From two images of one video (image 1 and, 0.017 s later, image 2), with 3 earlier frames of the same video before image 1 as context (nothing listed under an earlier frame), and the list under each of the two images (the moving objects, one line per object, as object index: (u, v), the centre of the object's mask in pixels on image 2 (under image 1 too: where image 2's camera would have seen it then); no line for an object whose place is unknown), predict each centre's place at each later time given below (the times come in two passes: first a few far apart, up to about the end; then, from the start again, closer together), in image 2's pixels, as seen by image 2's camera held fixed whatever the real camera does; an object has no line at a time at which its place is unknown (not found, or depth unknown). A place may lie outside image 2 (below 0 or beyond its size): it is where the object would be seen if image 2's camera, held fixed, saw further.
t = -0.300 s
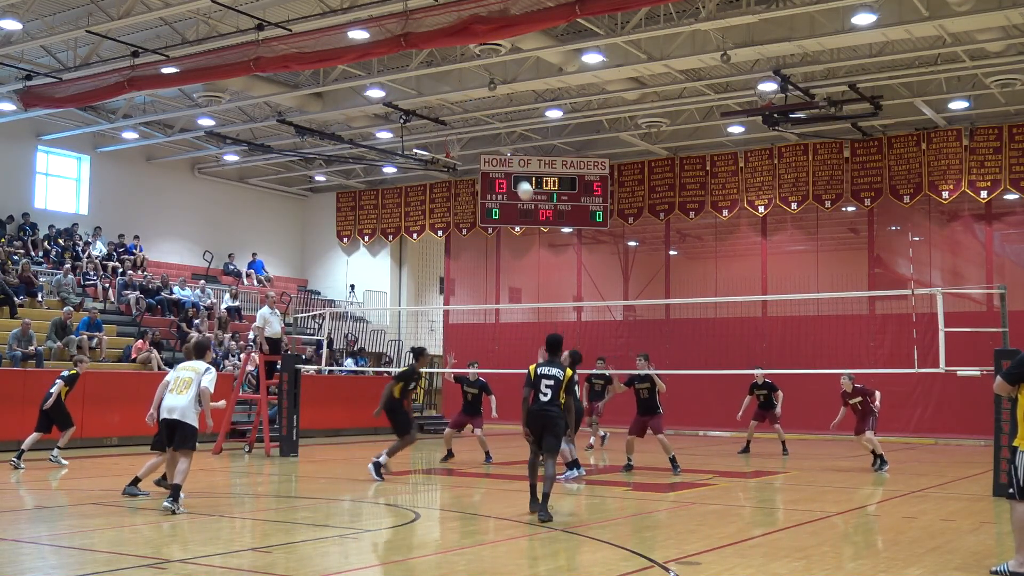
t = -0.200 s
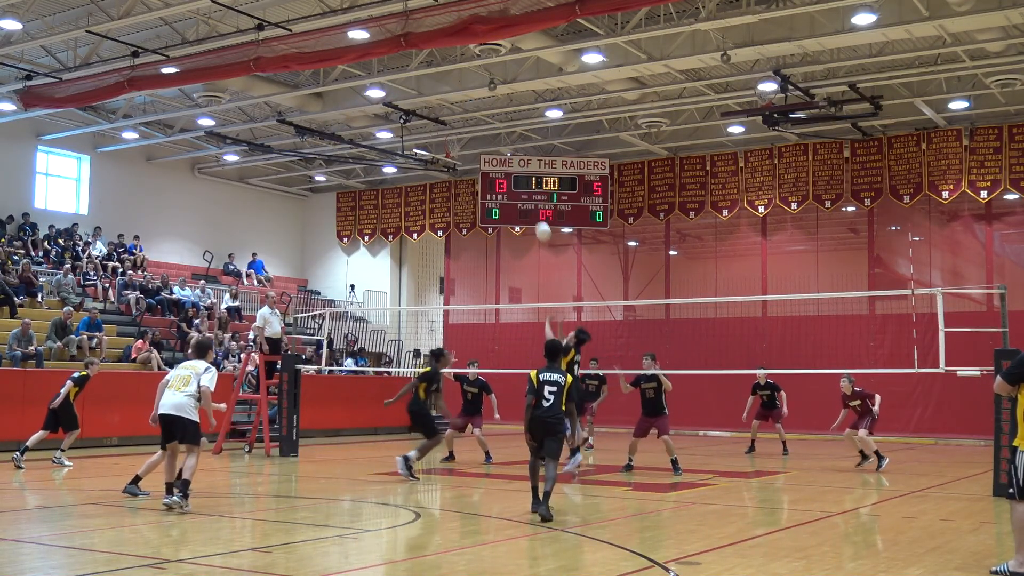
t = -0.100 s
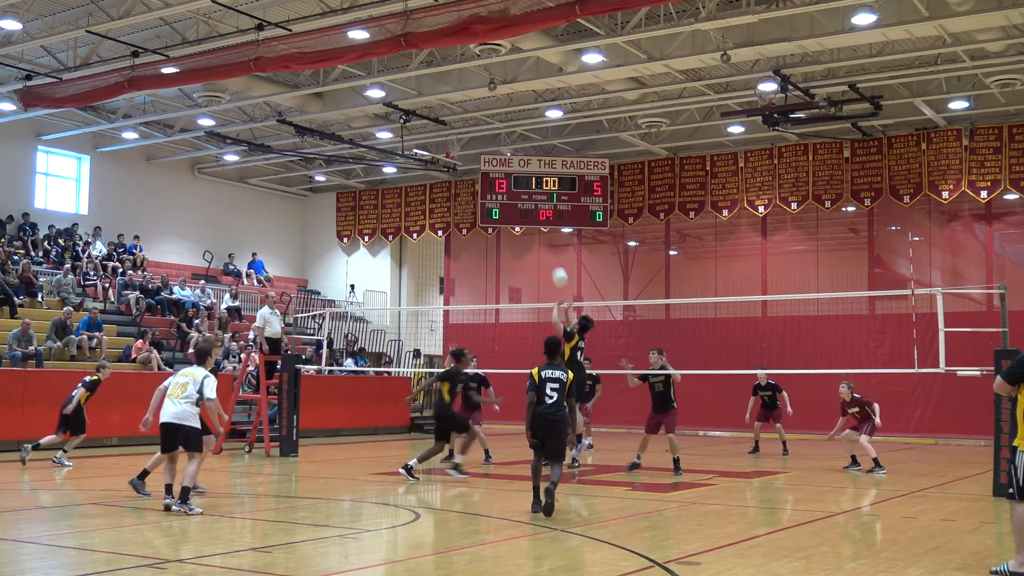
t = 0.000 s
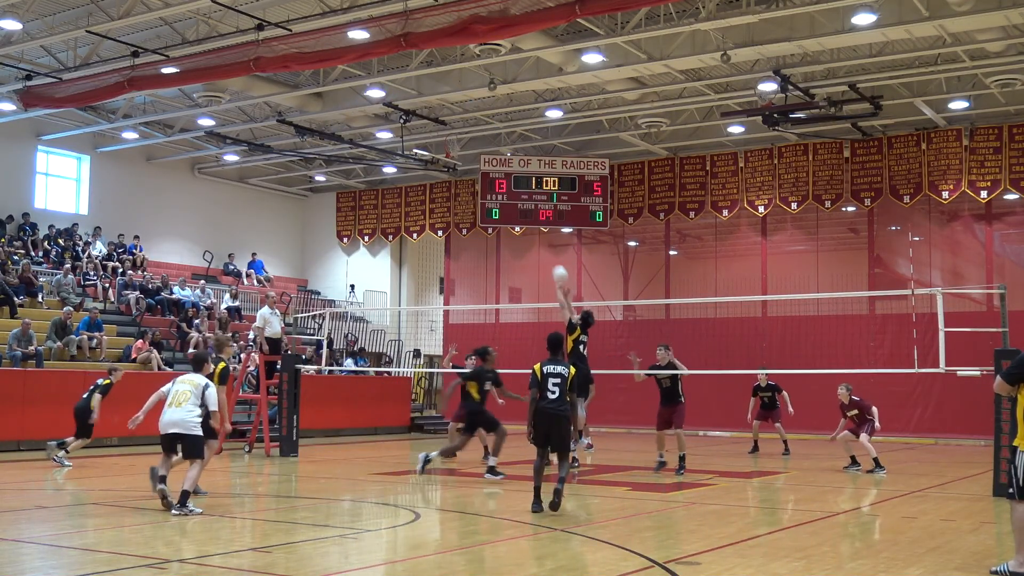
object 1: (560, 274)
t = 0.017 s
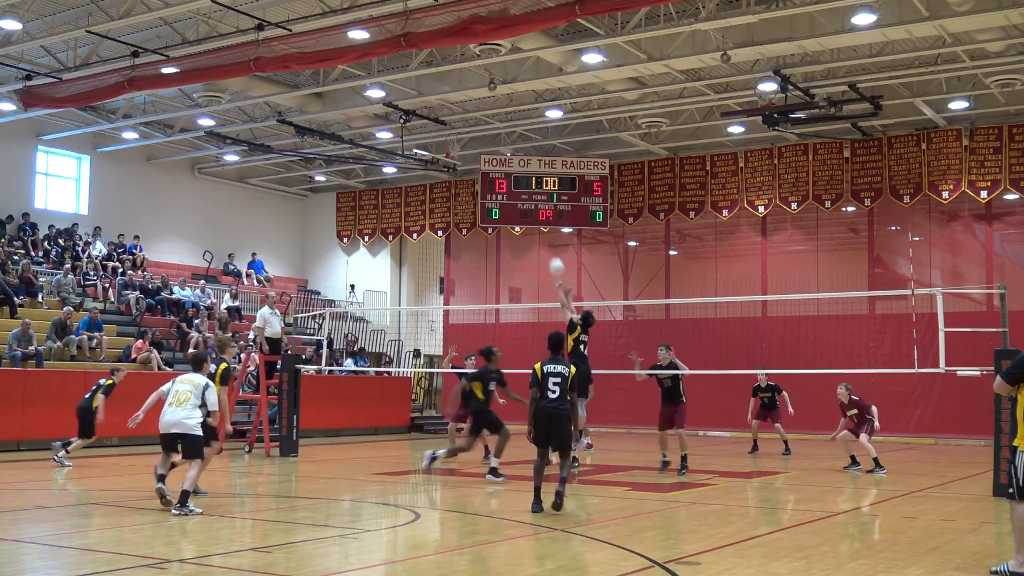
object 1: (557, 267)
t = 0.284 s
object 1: (507, 178)
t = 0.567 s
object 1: (458, 142)
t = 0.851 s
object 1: (413, 159)
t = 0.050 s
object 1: (550, 253)
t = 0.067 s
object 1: (547, 246)
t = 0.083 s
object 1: (544, 239)
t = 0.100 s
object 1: (541, 234)
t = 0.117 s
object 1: (537, 227)
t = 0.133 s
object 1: (534, 222)
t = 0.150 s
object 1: (531, 216)
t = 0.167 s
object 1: (528, 211)
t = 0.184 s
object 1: (525, 205)
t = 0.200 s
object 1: (522, 200)
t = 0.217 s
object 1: (519, 195)
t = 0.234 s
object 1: (516, 191)
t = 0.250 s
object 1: (513, 187)
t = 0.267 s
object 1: (510, 182)
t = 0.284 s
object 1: (507, 178)
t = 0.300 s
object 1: (504, 175)
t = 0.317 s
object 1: (501, 171)
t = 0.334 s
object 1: (498, 168)
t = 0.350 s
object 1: (495, 164)
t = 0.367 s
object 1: (492, 162)
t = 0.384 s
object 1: (489, 159)
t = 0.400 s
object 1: (486, 156)
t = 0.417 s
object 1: (483, 154)
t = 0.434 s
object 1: (480, 152)
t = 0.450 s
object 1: (478, 150)
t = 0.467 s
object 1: (475, 148)
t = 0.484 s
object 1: (472, 146)
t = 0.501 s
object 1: (469, 145)
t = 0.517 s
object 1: (466, 144)
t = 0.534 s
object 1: (464, 143)
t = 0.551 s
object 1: (461, 143)
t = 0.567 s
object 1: (458, 142)
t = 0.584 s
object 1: (455, 142)
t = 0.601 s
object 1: (453, 142)
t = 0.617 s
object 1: (450, 142)
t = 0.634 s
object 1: (447, 142)
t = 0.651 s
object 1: (444, 142)
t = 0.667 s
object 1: (442, 143)
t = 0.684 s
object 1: (439, 143)
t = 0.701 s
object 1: (436, 144)
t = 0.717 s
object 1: (434, 145)
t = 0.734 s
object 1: (431, 146)
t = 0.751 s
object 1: (429, 147)
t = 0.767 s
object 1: (426, 148)
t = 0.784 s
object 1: (424, 151)
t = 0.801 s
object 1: (421, 153)
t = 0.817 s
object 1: (418, 155)
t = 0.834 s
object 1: (416, 157)
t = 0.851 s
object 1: (413, 159)
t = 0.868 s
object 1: (411, 162)
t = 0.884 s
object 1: (408, 165)
